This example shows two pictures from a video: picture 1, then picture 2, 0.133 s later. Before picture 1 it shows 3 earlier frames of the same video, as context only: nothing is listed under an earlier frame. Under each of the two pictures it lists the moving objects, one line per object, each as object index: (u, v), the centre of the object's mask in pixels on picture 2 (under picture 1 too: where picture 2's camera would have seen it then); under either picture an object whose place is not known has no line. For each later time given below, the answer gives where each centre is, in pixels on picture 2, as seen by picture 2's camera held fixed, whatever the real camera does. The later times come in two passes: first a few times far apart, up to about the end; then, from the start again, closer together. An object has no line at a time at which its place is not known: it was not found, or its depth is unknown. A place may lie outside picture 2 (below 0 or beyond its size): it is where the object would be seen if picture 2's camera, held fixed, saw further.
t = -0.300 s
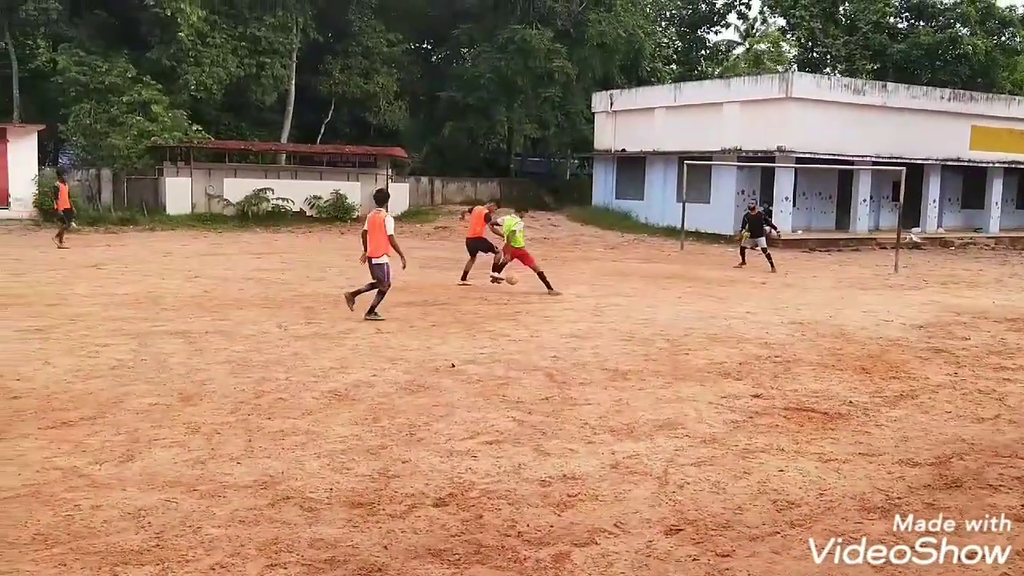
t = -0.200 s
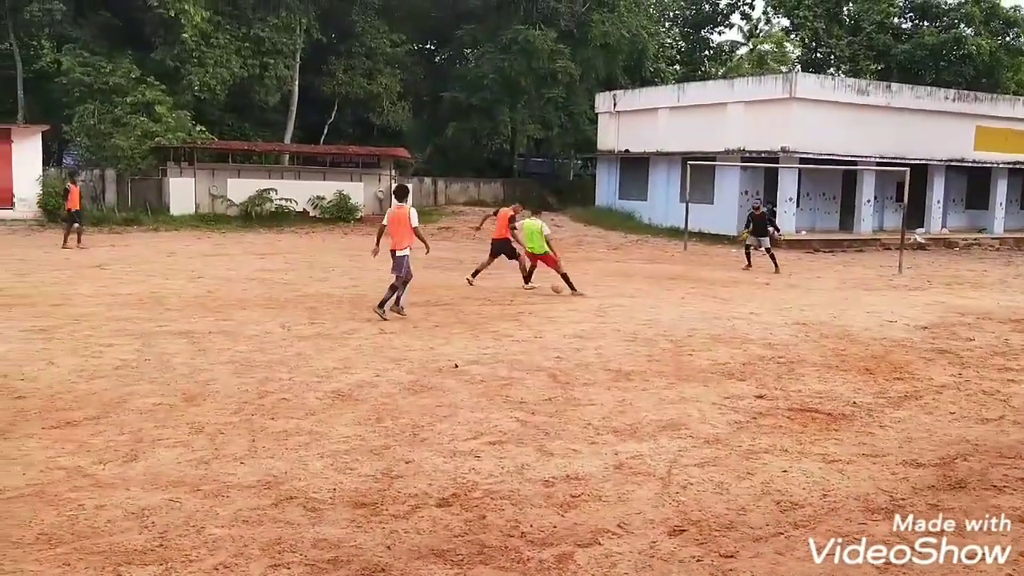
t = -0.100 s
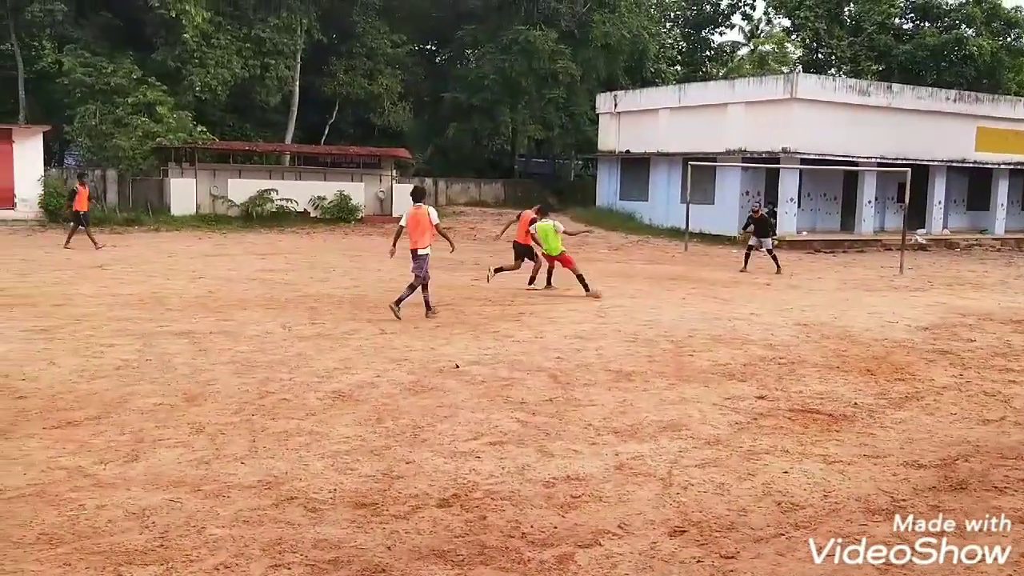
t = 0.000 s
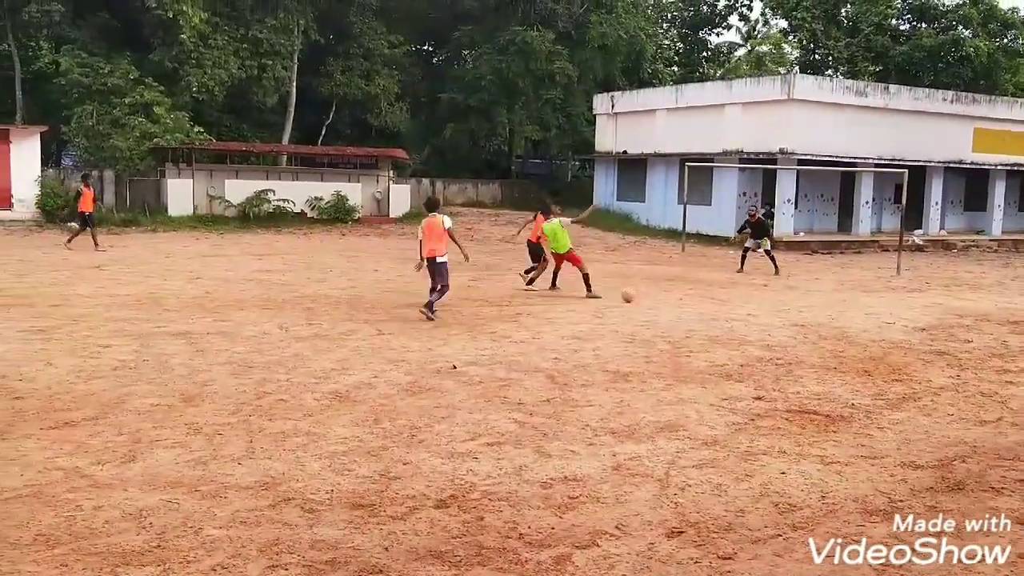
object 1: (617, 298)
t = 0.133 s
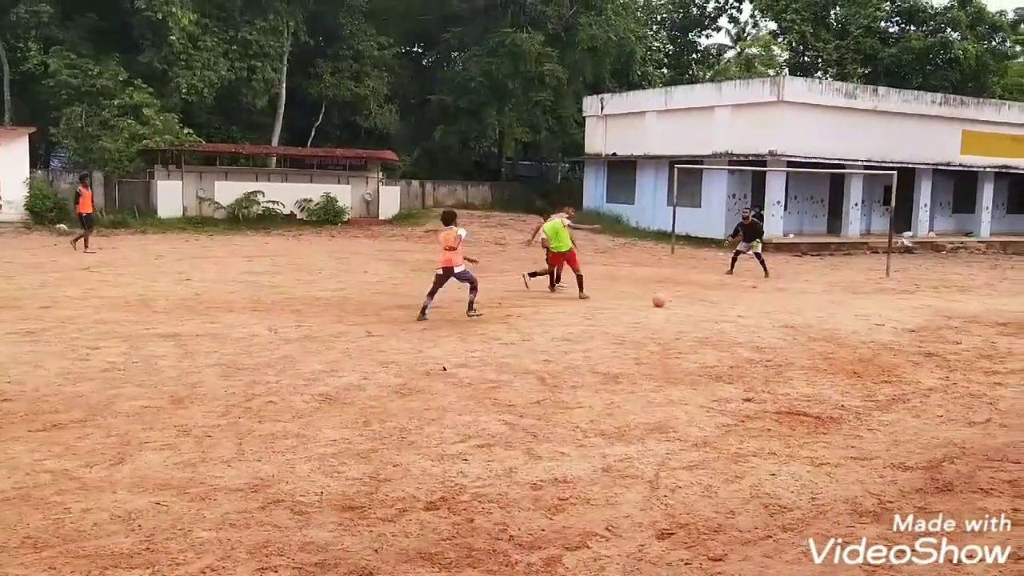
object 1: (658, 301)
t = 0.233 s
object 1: (687, 302)
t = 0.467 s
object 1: (756, 310)
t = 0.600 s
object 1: (796, 312)
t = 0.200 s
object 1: (677, 301)
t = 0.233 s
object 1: (687, 302)
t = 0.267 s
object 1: (697, 303)
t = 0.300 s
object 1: (707, 304)
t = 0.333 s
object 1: (716, 304)
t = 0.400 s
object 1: (736, 307)
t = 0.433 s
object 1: (746, 310)
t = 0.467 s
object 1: (756, 310)
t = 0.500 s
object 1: (766, 312)
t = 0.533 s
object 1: (776, 312)
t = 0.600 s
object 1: (796, 312)
